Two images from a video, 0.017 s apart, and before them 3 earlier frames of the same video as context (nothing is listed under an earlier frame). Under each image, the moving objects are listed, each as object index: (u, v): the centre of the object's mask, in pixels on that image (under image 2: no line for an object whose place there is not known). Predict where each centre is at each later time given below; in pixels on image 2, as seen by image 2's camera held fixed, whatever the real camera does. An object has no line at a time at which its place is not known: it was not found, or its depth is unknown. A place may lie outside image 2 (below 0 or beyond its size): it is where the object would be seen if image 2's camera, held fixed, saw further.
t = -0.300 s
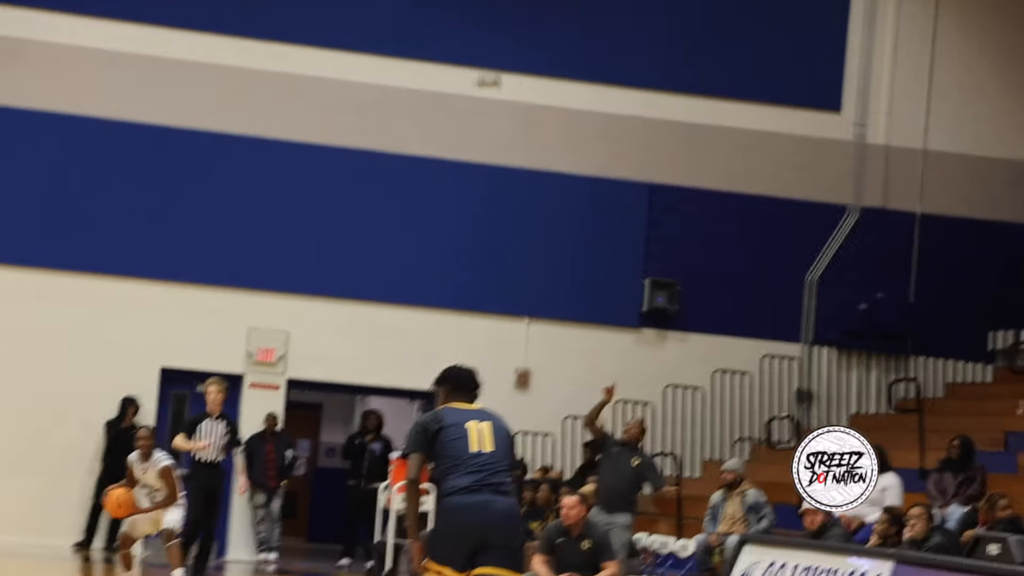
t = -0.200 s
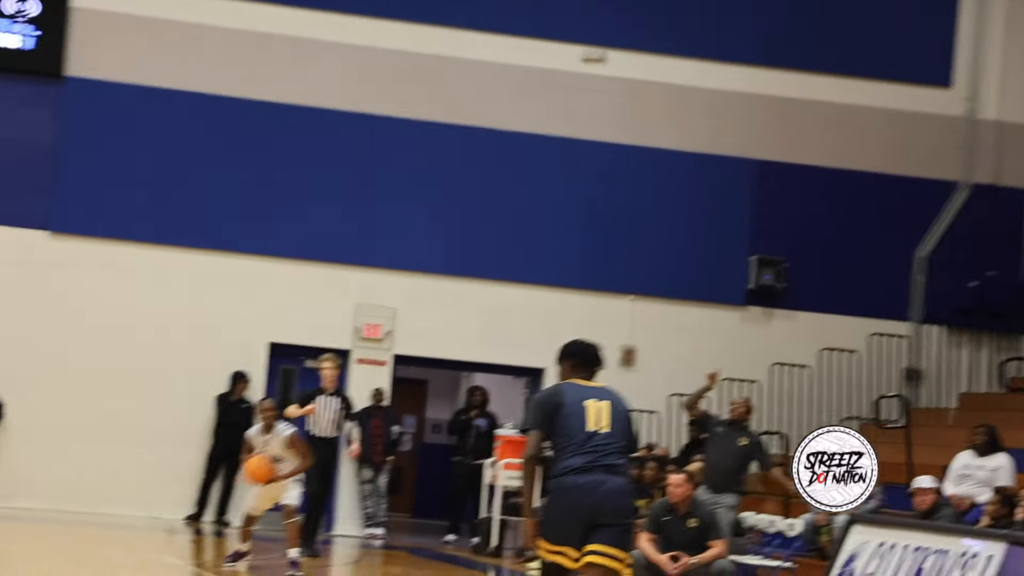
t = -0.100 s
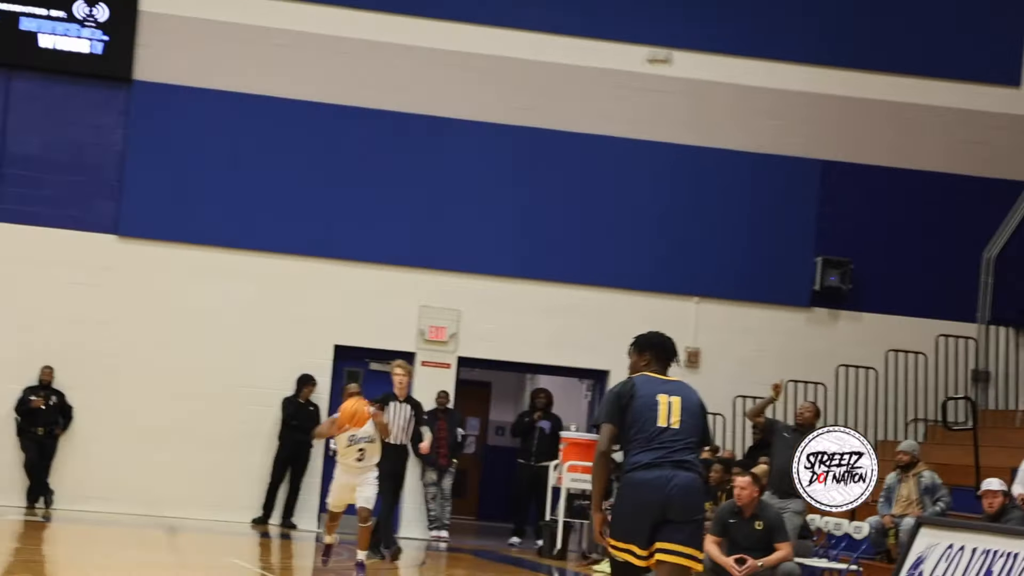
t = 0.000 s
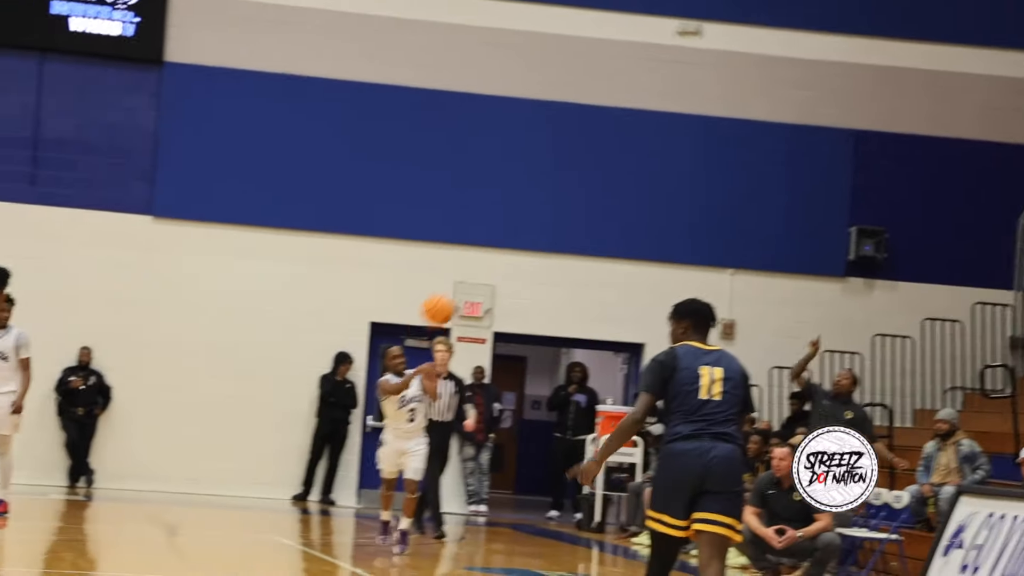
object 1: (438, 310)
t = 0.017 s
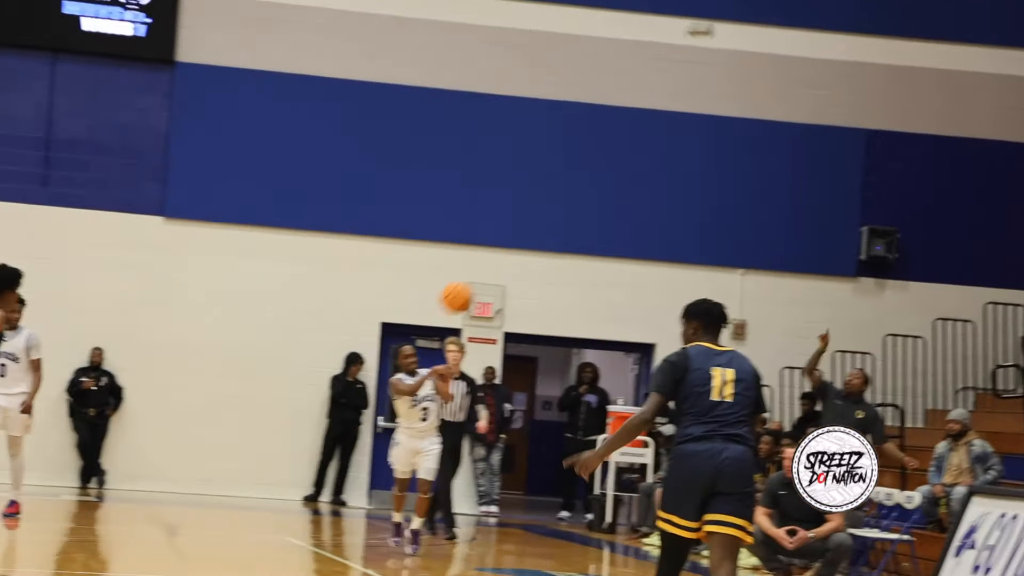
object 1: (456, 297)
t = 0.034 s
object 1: (462, 284)
